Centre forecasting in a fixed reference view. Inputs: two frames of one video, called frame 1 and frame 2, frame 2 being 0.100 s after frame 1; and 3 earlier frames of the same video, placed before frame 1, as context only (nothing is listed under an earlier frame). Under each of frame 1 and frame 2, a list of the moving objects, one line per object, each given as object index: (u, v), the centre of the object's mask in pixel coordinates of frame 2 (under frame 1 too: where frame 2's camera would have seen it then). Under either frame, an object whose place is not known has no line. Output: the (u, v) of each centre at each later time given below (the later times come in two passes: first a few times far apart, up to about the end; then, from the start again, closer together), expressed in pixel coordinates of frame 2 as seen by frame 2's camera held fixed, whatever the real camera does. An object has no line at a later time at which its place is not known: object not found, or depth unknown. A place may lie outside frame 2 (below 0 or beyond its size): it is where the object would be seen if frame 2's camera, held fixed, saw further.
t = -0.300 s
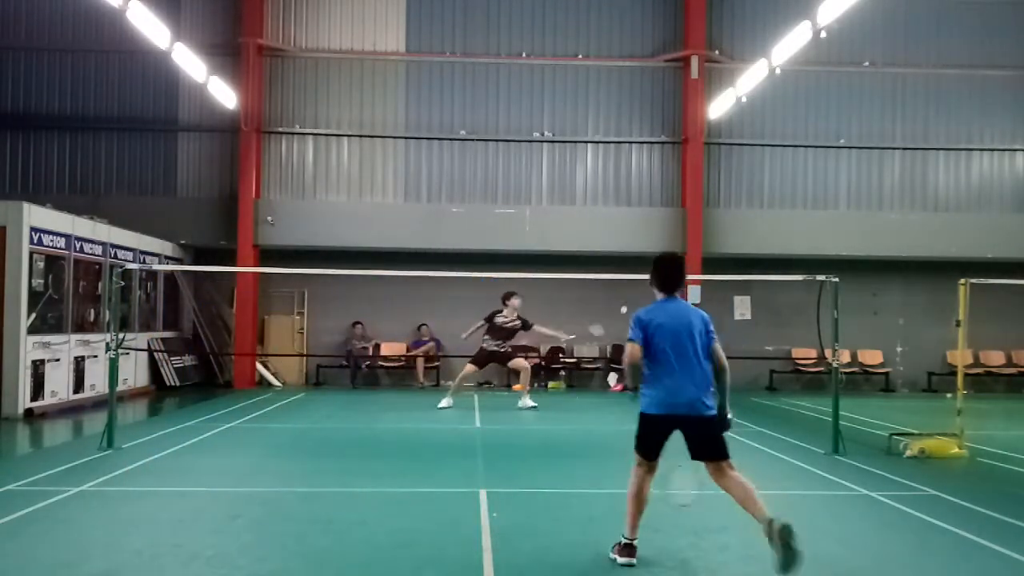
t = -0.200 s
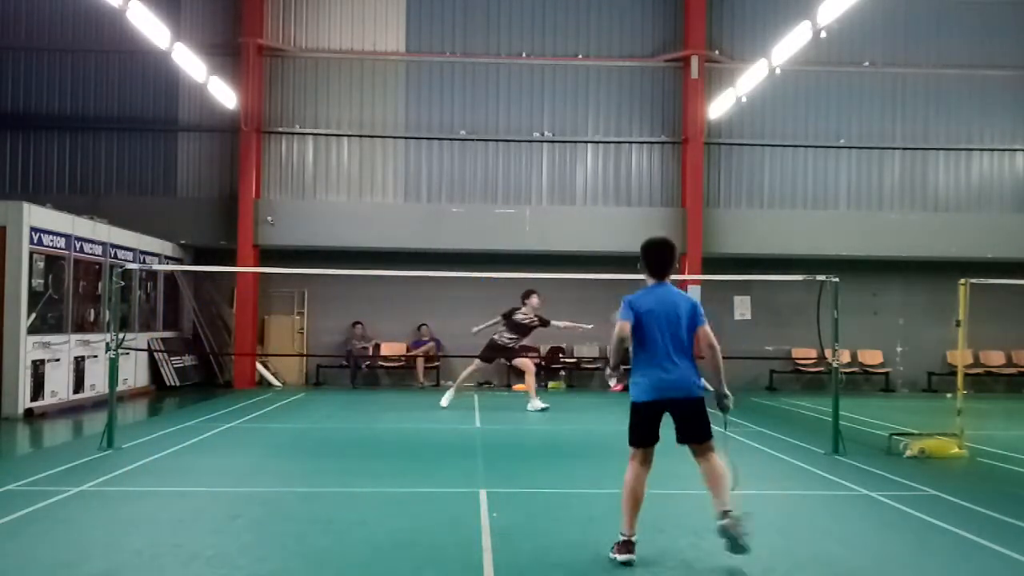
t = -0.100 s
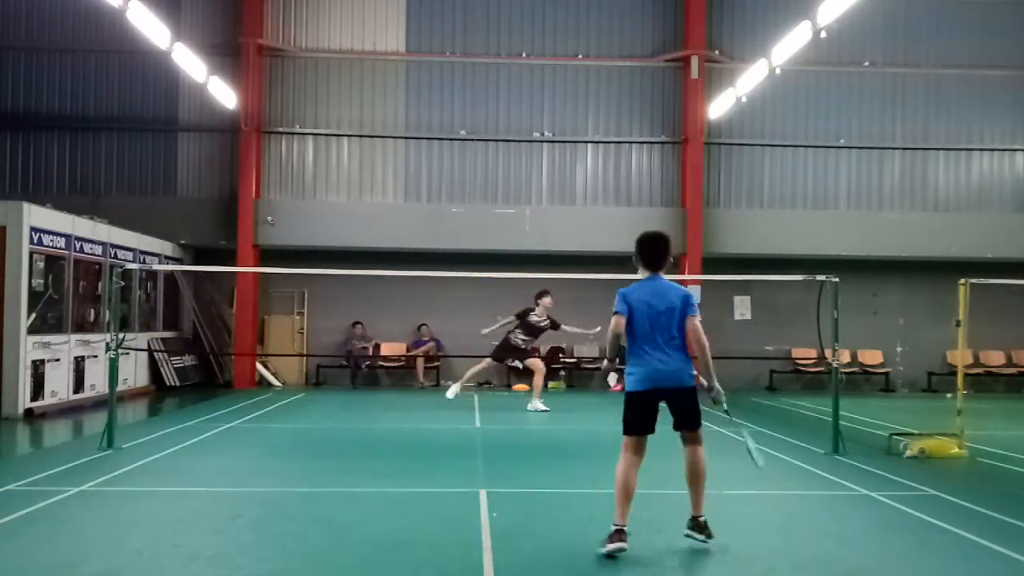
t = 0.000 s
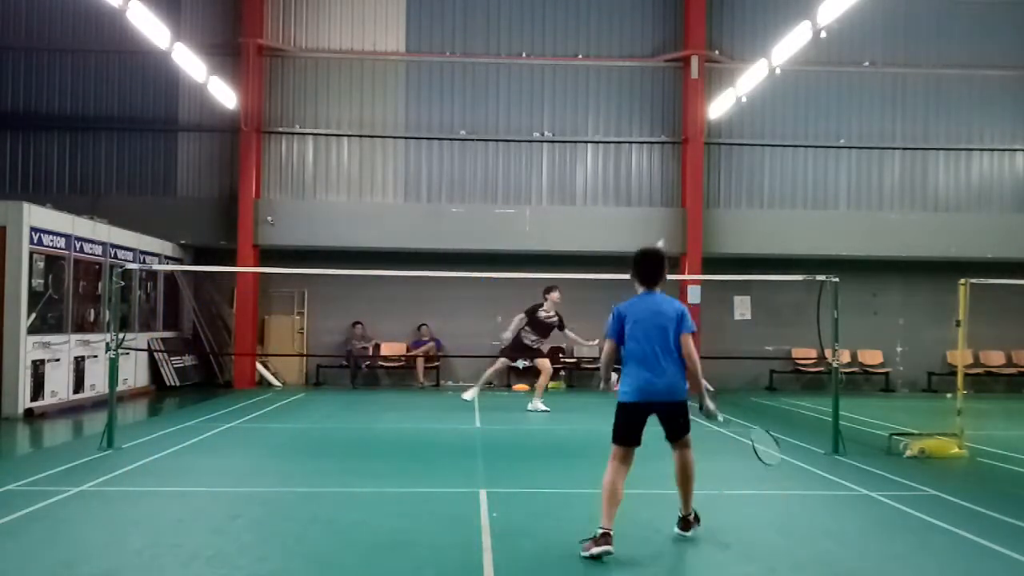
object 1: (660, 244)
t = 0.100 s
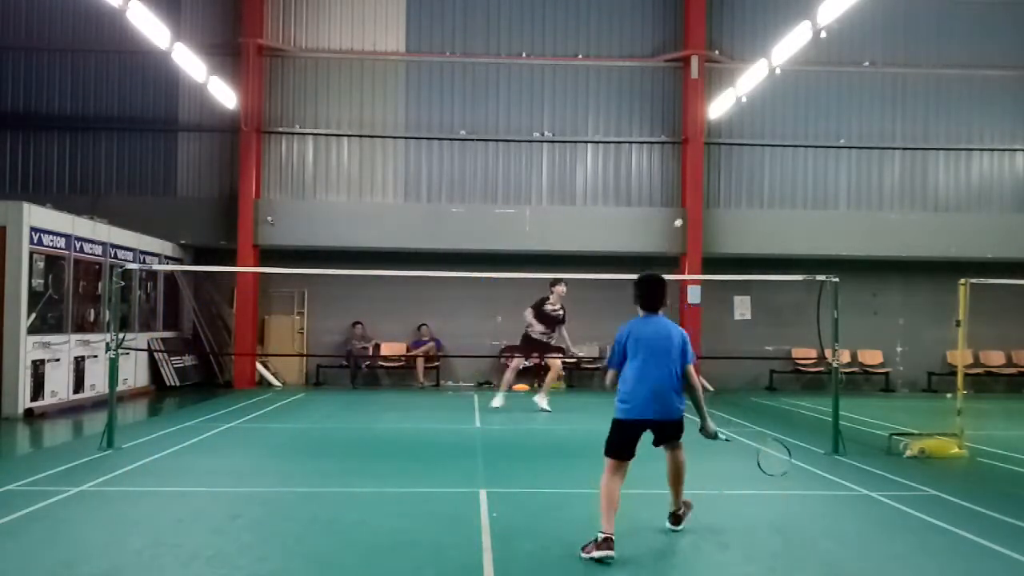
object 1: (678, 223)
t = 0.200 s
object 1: (693, 211)
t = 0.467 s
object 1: (736, 229)
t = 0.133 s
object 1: (683, 217)
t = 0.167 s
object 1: (688, 213)
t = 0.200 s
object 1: (693, 211)
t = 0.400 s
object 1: (725, 218)
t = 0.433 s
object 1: (730, 223)
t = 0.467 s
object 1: (736, 229)
